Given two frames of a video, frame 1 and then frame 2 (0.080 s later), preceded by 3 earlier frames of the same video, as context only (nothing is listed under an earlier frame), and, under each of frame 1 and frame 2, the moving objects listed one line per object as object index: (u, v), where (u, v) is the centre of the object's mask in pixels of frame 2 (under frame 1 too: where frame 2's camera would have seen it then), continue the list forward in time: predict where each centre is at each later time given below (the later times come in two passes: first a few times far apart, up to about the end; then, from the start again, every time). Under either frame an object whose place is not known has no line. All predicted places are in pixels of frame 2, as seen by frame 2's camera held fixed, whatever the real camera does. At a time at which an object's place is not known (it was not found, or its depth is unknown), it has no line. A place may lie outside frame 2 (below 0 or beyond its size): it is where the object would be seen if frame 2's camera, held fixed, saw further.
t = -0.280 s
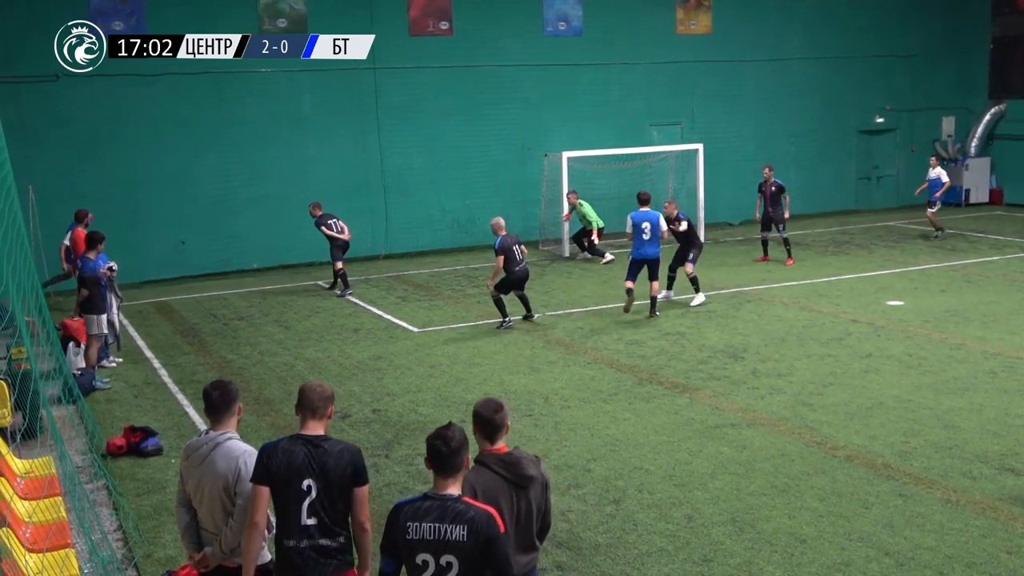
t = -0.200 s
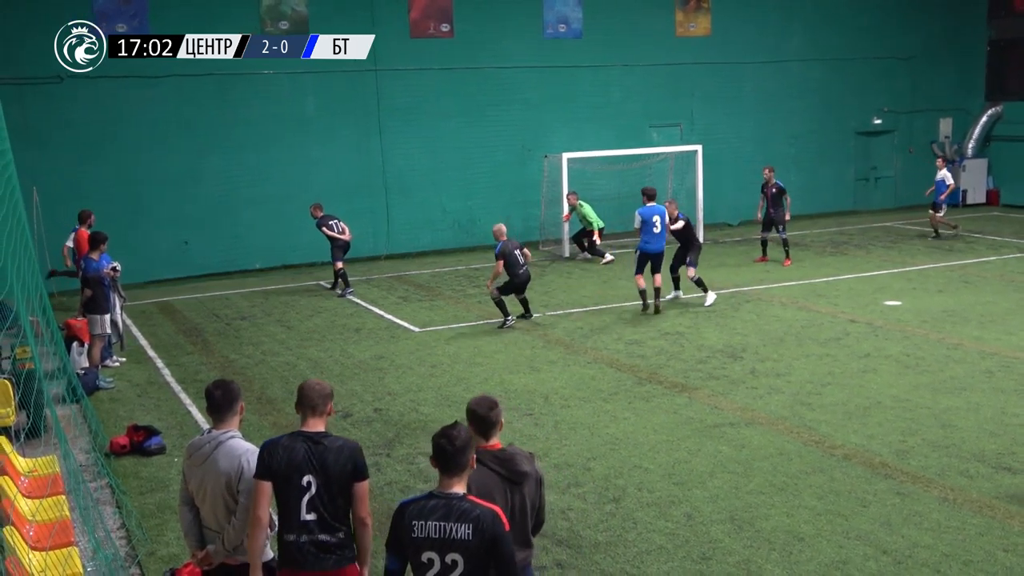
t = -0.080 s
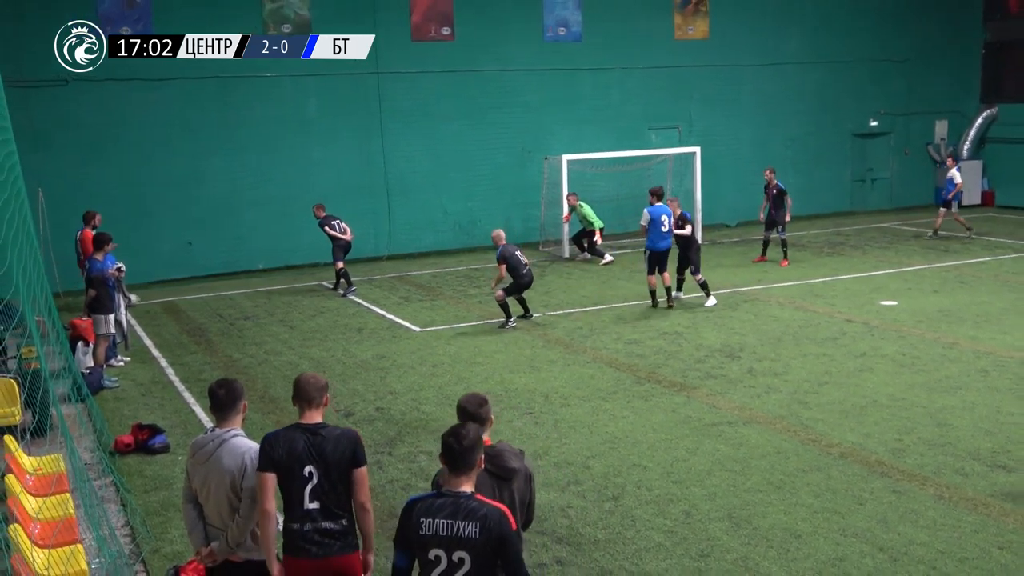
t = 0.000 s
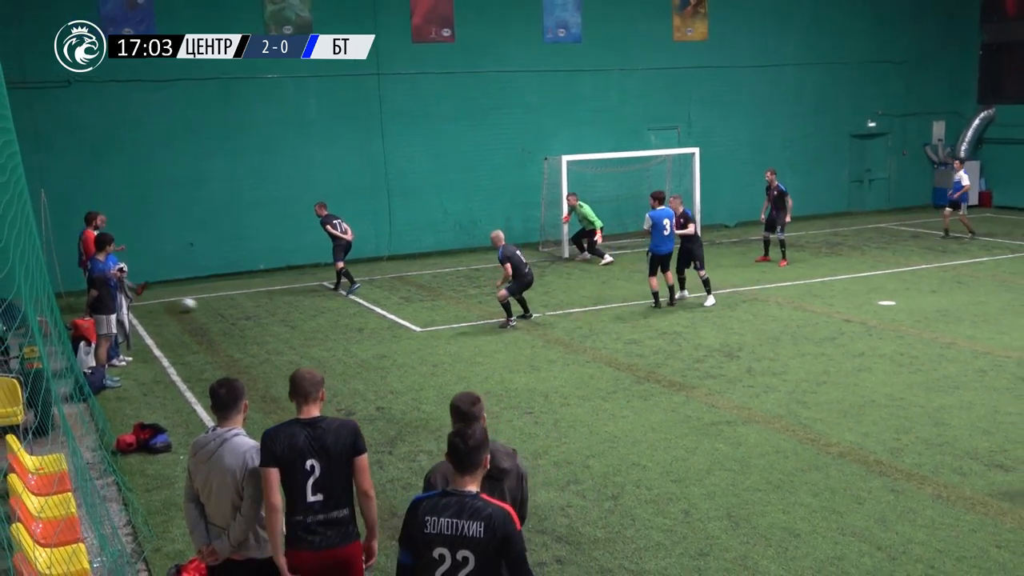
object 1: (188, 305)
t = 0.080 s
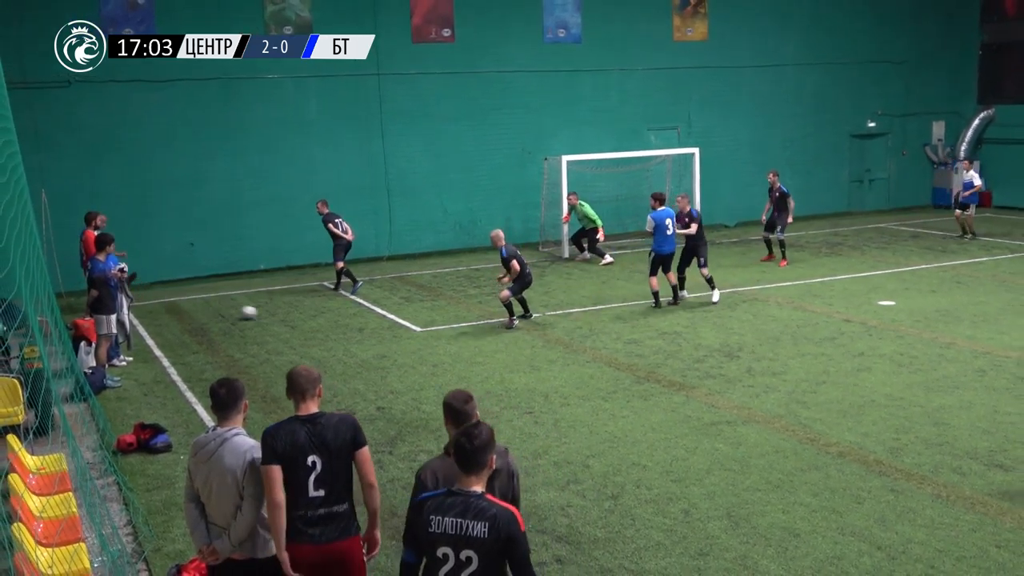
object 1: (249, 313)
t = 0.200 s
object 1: (338, 323)
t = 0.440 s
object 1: (528, 351)
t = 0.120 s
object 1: (277, 316)
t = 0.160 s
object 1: (308, 319)
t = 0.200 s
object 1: (338, 323)
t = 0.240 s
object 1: (370, 328)
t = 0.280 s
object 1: (401, 332)
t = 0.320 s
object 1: (432, 336)
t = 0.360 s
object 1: (463, 340)
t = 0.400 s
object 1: (496, 345)
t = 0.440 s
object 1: (528, 351)
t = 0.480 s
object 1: (561, 354)
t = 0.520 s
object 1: (594, 360)
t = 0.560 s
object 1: (627, 364)
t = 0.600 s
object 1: (659, 368)
